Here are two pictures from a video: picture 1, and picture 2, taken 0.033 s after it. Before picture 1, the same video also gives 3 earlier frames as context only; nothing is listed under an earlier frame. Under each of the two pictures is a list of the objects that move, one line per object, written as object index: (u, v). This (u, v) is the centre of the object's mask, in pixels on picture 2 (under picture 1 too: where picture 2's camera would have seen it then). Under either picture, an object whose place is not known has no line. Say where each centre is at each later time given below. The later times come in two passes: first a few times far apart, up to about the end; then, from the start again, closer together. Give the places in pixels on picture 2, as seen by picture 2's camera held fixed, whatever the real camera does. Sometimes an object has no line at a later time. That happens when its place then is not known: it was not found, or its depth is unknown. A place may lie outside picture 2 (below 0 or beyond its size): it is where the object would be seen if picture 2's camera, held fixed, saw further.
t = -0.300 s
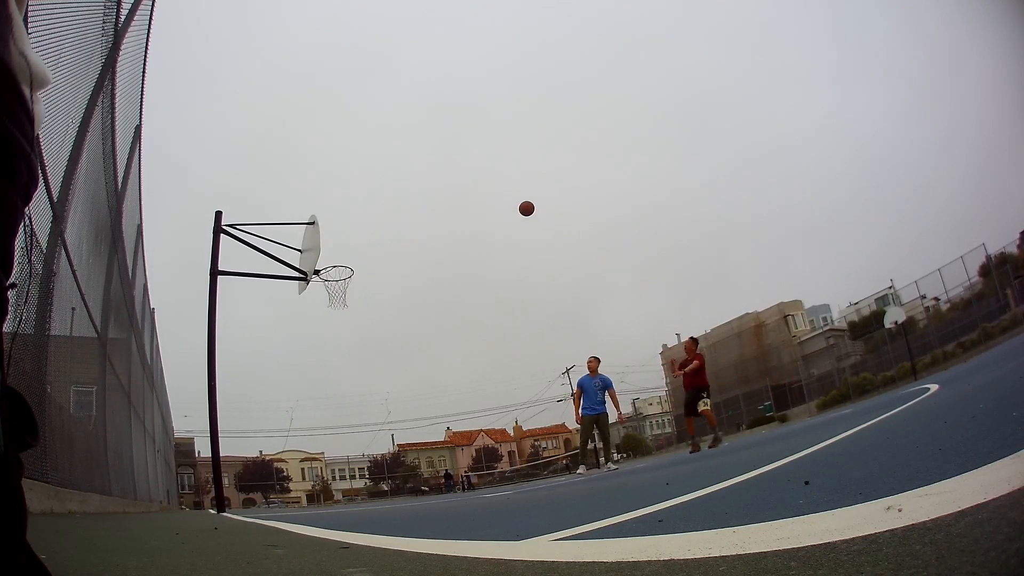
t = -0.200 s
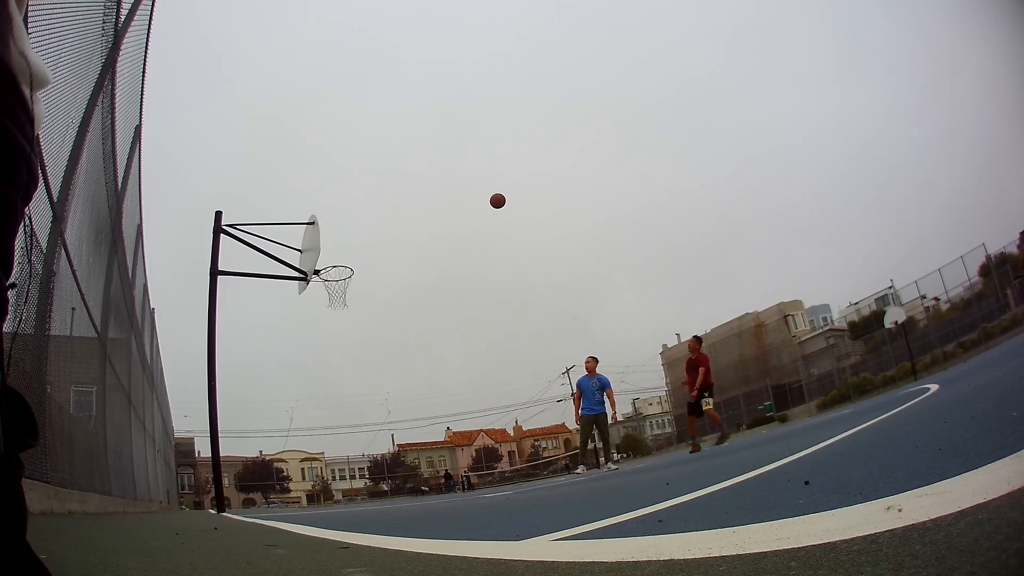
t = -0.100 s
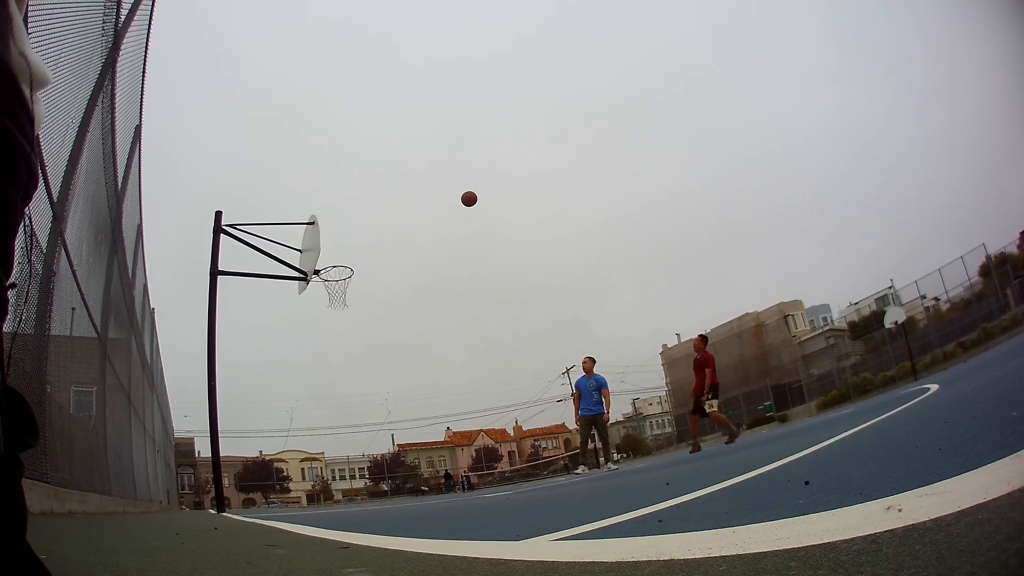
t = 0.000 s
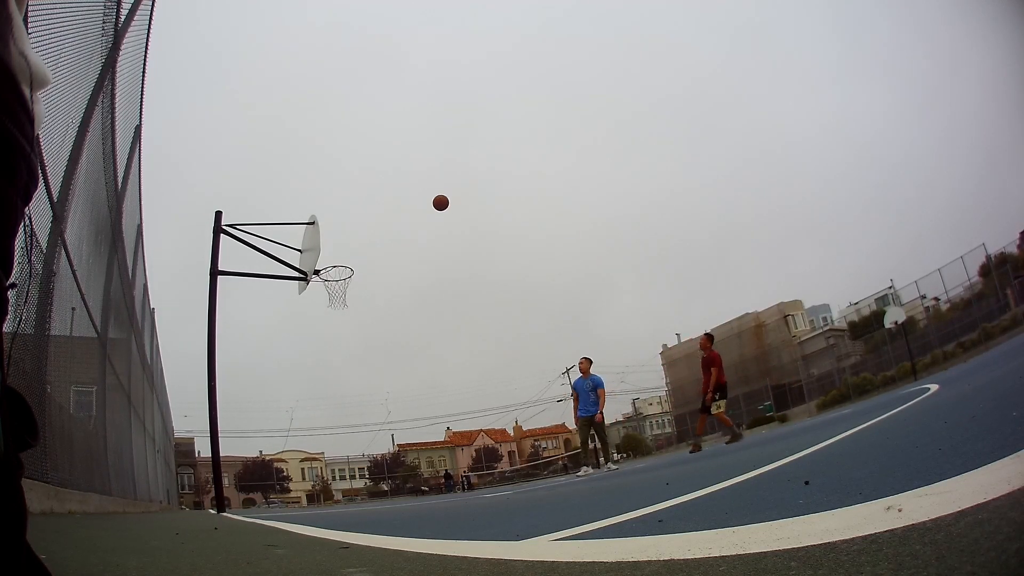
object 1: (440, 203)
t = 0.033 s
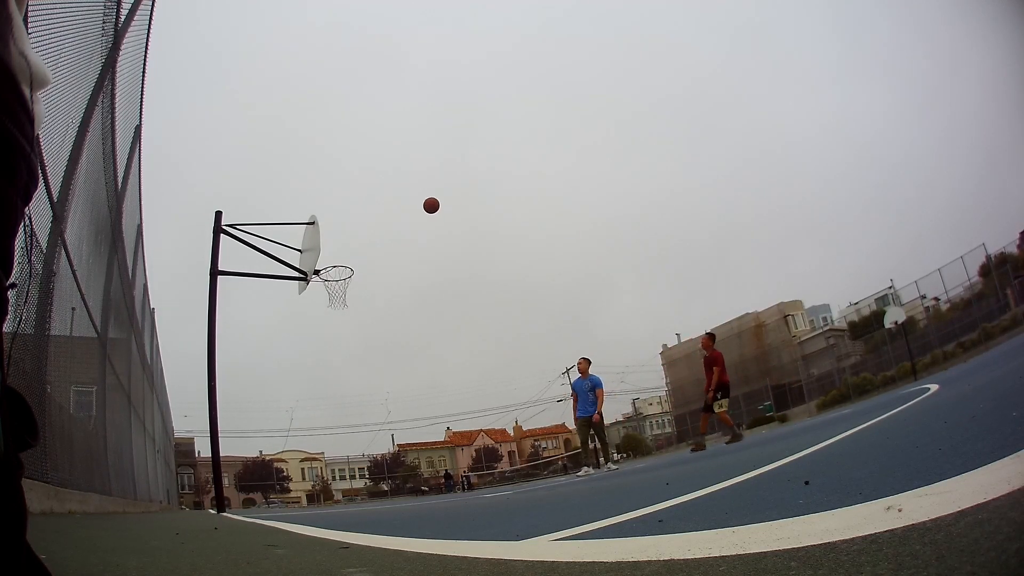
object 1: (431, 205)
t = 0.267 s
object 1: (364, 246)
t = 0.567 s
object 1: (313, 305)
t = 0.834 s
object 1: (301, 373)
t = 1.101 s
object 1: (295, 498)
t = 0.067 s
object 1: (422, 209)
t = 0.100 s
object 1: (412, 213)
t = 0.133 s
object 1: (403, 218)
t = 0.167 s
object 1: (393, 223)
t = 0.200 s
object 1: (383, 230)
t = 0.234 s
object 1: (374, 237)
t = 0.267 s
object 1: (364, 246)
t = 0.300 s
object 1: (354, 255)
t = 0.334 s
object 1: (344, 265)
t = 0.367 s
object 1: (335, 276)
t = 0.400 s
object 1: (325, 288)
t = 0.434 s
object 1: (320, 292)
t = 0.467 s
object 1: (318, 294)
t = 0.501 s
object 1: (317, 297)
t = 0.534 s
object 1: (315, 301)
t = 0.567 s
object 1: (313, 305)
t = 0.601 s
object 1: (311, 311)
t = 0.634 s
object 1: (310, 317)
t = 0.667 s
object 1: (308, 324)
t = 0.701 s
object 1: (307, 332)
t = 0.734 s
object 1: (305, 341)
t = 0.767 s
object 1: (304, 351)
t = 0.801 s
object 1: (302, 361)
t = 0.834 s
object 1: (301, 373)
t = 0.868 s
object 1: (300, 385)
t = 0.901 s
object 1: (299, 398)
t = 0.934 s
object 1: (298, 412)
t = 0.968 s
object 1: (297, 428)
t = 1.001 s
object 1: (296, 444)
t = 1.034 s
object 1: (295, 461)
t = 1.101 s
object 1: (295, 498)
